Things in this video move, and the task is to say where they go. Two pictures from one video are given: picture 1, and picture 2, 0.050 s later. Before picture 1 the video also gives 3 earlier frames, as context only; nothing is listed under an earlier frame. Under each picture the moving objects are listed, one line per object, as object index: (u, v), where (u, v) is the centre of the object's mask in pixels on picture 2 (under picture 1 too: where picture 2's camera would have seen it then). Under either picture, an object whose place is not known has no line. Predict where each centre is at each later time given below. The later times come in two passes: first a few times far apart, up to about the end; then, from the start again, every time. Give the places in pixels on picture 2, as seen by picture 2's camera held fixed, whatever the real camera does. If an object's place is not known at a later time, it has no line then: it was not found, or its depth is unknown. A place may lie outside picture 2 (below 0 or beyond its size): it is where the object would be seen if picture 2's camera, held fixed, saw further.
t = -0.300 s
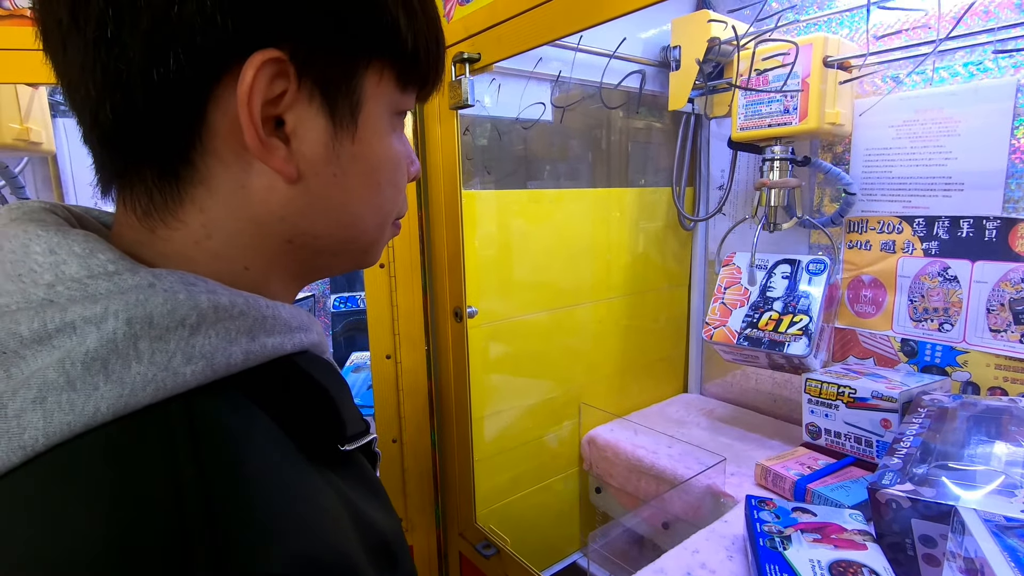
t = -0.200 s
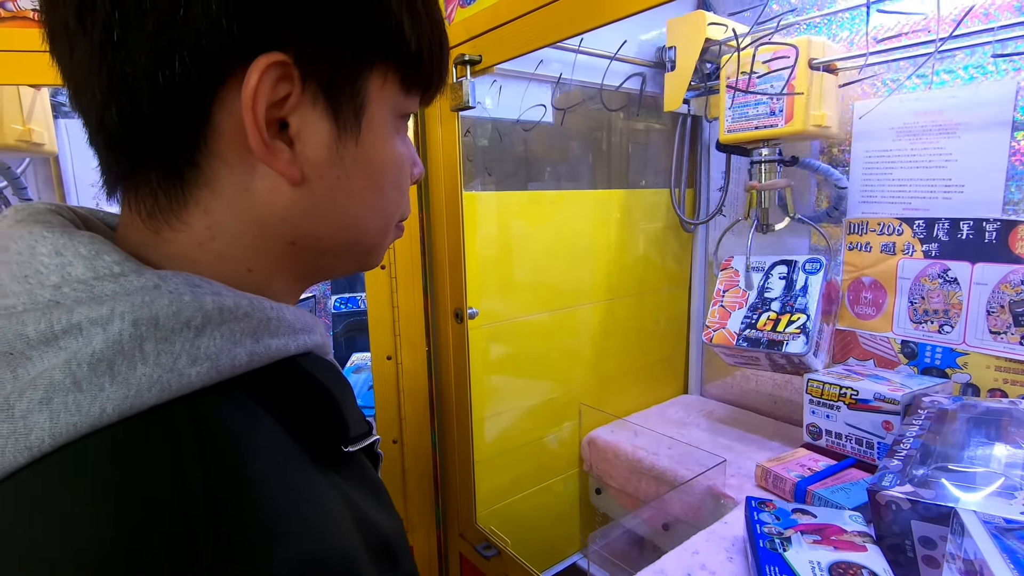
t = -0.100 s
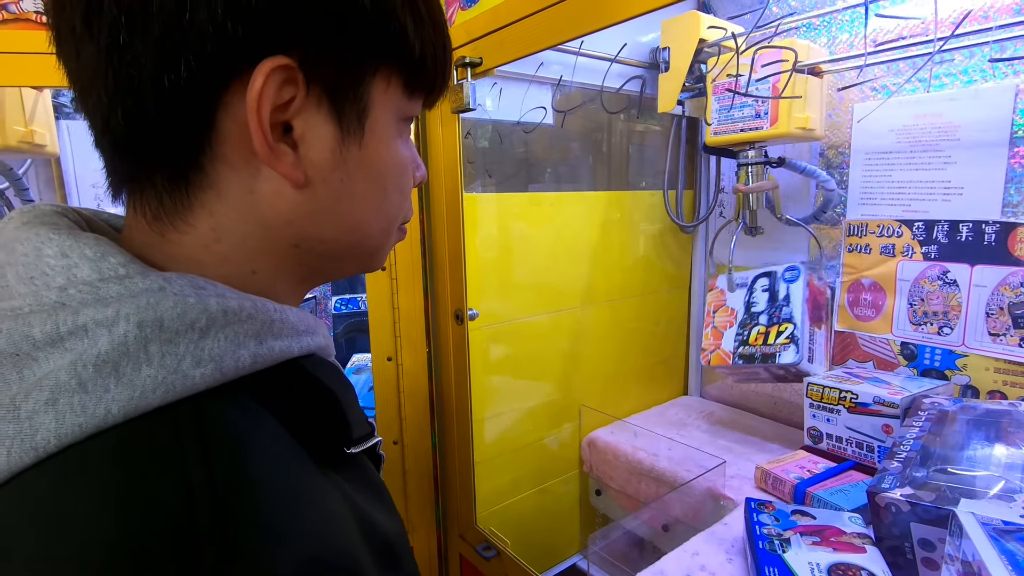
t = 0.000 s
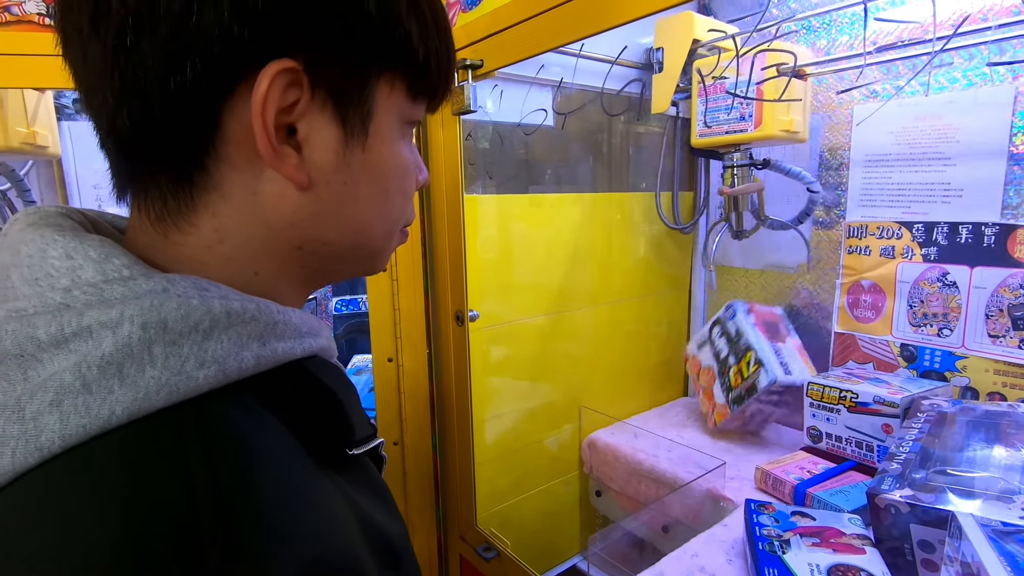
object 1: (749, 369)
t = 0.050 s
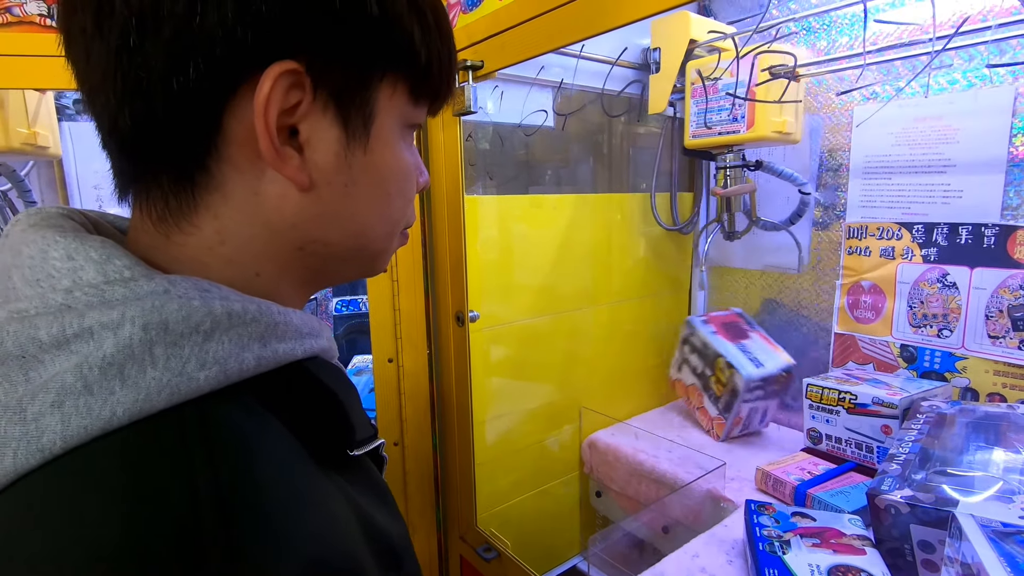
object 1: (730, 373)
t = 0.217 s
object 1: (681, 375)
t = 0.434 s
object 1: (651, 410)
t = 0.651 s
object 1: (650, 411)
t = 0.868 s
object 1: (651, 409)
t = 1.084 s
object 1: (651, 410)
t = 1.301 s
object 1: (651, 409)
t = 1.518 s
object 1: (651, 410)
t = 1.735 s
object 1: (651, 410)
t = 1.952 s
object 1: (651, 411)
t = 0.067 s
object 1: (720, 372)
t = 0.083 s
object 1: (712, 373)
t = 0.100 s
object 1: (703, 374)
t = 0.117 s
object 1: (695, 376)
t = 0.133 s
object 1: (689, 375)
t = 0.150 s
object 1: (686, 374)
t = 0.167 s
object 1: (685, 373)
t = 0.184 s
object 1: (684, 374)
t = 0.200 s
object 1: (683, 375)
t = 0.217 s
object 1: (681, 375)
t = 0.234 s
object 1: (679, 376)
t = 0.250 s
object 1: (678, 377)
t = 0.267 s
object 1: (676, 378)
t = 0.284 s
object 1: (675, 379)
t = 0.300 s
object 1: (673, 380)
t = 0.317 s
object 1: (672, 380)
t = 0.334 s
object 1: (669, 383)
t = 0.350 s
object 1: (665, 388)
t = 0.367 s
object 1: (661, 395)
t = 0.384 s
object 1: (658, 400)
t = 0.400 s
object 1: (655, 406)
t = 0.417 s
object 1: (653, 410)
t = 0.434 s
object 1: (651, 410)
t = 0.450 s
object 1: (650, 409)
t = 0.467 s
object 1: (650, 410)
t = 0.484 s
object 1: (650, 409)
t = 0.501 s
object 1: (650, 411)
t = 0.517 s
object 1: (651, 411)
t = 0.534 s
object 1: (651, 411)
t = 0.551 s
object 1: (651, 410)
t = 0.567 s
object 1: (650, 410)
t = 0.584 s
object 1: (651, 410)
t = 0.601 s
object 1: (651, 410)
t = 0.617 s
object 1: (650, 410)
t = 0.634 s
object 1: (651, 410)
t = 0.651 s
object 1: (650, 411)
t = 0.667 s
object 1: (650, 410)
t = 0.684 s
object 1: (650, 411)
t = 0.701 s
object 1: (651, 411)
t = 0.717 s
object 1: (651, 409)
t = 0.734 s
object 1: (651, 411)
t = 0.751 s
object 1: (650, 410)
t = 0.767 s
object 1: (651, 411)
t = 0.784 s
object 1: (651, 411)
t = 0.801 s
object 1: (651, 411)
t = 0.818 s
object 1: (651, 410)
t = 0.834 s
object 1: (651, 411)
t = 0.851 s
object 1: (651, 410)
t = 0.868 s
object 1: (651, 409)
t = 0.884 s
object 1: (651, 410)
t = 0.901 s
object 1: (651, 410)
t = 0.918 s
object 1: (651, 410)
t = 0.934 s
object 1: (651, 411)
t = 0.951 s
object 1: (651, 410)
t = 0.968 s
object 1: (651, 411)
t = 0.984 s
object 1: (651, 411)
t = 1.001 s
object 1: (651, 410)
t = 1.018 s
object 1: (651, 410)
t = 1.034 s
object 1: (651, 410)
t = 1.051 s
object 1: (651, 410)
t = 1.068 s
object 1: (651, 410)
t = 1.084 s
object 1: (651, 410)
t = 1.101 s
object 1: (651, 410)
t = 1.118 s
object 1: (651, 410)
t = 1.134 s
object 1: (651, 411)
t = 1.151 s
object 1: (651, 411)
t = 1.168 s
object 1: (651, 410)
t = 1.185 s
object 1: (651, 410)
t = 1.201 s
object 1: (651, 410)
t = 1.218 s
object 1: (650, 410)
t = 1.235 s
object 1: (650, 410)
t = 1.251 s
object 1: (651, 410)
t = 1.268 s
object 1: (651, 410)
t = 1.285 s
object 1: (651, 409)
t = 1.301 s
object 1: (651, 409)
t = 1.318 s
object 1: (651, 409)
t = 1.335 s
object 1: (651, 410)
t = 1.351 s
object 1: (651, 410)
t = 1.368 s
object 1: (651, 409)
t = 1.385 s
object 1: (651, 410)
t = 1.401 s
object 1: (651, 410)
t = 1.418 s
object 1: (651, 410)
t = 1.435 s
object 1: (651, 410)
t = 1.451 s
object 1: (651, 410)
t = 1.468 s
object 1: (651, 410)
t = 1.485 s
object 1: (651, 410)
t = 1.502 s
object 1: (651, 410)
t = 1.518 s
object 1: (651, 410)
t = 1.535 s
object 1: (651, 410)
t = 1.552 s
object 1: (651, 410)
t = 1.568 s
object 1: (651, 410)
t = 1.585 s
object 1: (651, 410)
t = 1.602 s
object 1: (651, 410)
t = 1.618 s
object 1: (651, 410)
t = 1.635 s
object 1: (651, 410)
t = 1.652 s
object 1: (651, 410)
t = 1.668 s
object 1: (651, 410)
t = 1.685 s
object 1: (651, 410)
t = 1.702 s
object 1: (651, 410)
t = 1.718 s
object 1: (651, 410)
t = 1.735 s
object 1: (651, 410)
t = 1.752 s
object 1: (651, 410)
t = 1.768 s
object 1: (651, 410)
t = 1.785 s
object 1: (651, 410)
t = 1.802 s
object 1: (651, 410)
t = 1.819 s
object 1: (651, 410)
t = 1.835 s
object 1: (651, 410)
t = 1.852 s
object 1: (651, 410)
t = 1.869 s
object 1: (651, 410)
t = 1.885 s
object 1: (651, 410)
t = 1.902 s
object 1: (651, 410)
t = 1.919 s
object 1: (651, 410)
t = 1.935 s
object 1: (651, 410)
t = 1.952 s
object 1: (651, 411)
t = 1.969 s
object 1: (651, 411)
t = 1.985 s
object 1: (651, 411)
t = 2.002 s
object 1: (651, 411)
